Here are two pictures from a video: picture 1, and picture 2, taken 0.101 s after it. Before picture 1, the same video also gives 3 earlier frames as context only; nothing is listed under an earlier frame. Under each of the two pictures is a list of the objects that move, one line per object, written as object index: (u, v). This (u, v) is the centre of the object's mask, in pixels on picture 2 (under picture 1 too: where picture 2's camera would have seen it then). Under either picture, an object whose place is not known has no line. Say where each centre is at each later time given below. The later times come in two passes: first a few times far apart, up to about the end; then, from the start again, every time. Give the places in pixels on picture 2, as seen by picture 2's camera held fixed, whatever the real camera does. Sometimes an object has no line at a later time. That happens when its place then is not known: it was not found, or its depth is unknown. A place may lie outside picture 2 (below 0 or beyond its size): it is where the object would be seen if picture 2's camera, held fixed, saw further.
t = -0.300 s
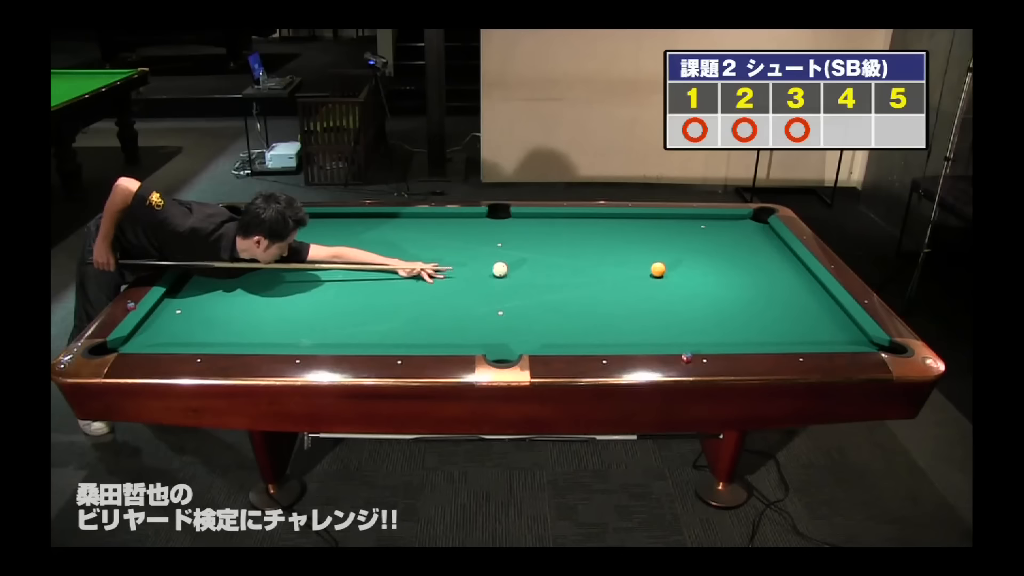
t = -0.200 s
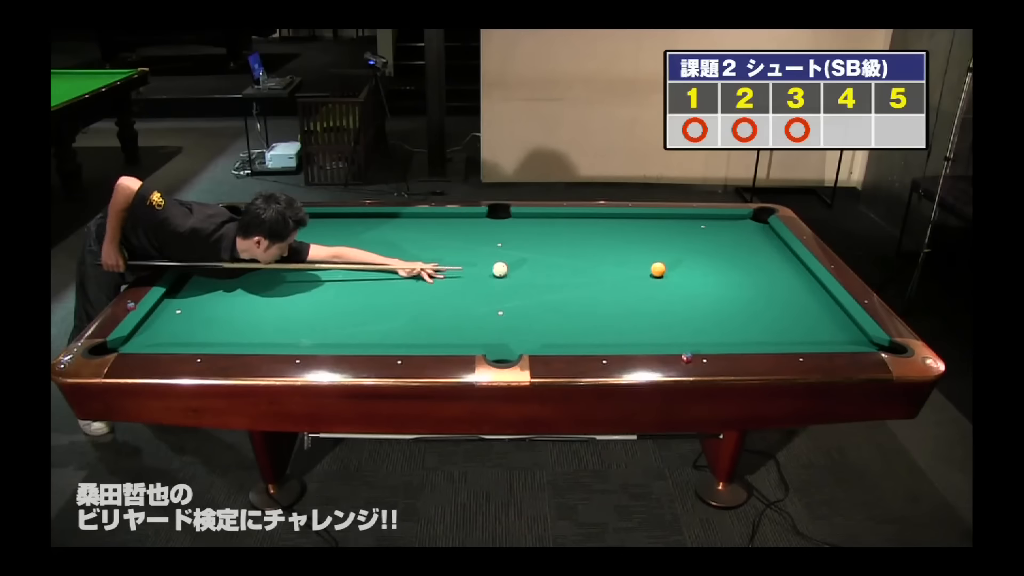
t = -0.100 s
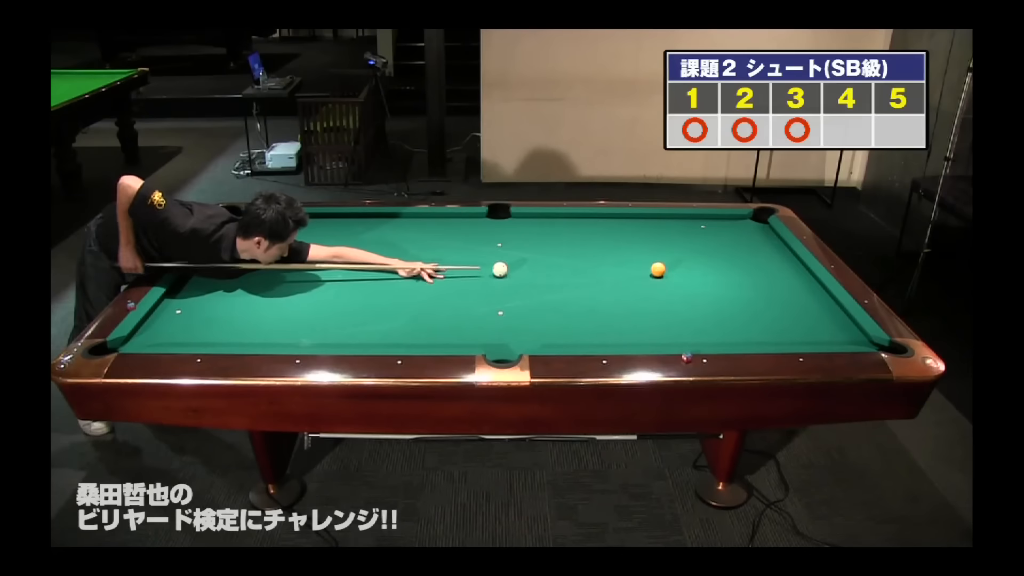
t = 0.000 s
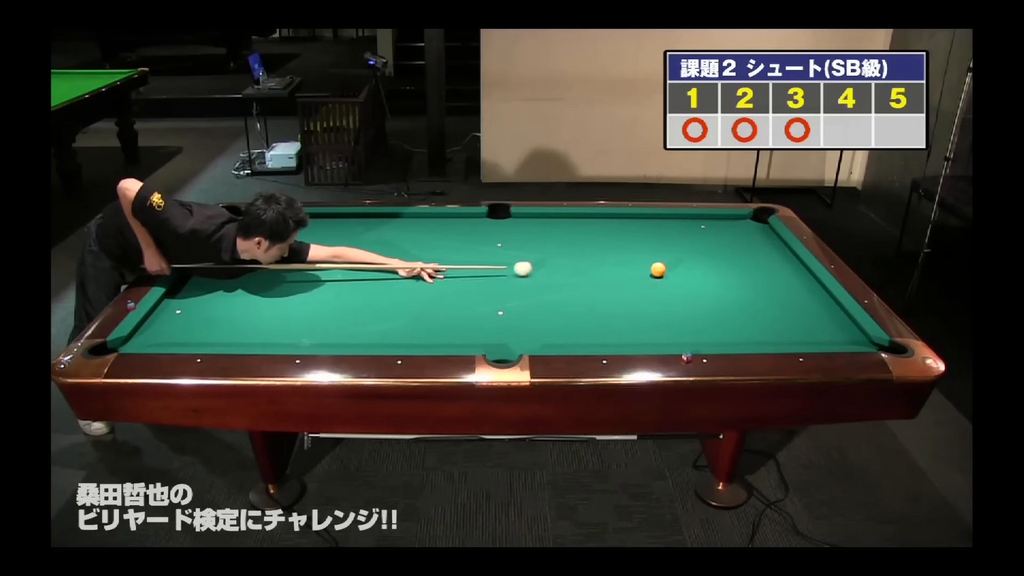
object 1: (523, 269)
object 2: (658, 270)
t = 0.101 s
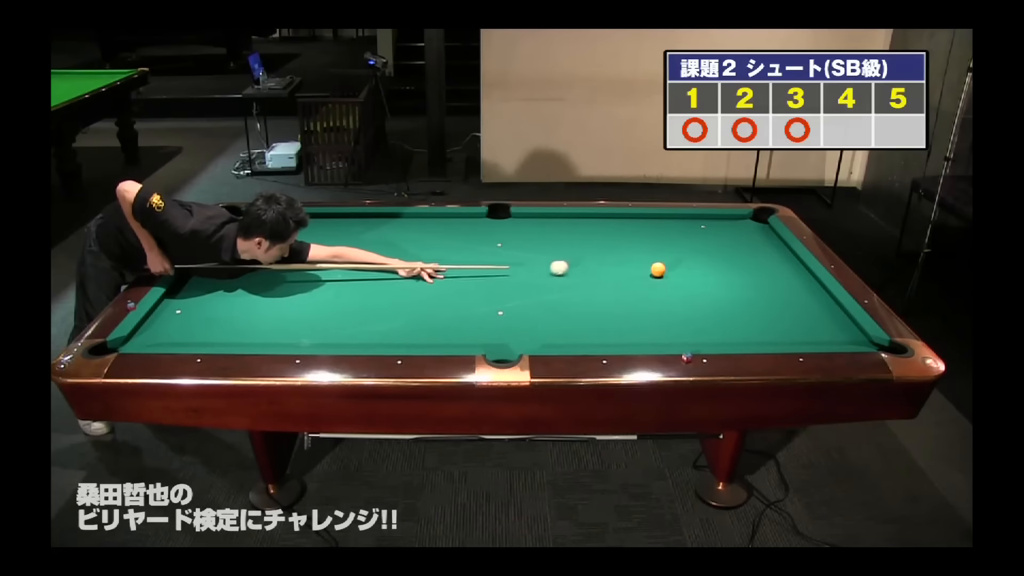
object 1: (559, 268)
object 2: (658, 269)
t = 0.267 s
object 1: (617, 266)
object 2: (658, 269)
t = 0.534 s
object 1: (680, 255)
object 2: (682, 278)
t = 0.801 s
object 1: (728, 242)
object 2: (715, 290)
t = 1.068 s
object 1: (770, 231)
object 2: (747, 301)
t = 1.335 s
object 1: (735, 223)
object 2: (780, 313)
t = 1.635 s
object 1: (699, 217)
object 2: (817, 326)
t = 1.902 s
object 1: (678, 221)
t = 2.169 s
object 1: (657, 224)
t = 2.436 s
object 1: (637, 227)
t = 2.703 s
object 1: (618, 230)
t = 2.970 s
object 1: (599, 233)
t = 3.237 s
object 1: (582, 236)
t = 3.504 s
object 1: (565, 239)
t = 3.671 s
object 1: (555, 240)
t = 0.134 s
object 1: (571, 267)
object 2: (658, 270)
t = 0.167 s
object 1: (582, 267)
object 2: (658, 269)
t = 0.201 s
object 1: (594, 267)
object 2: (658, 270)
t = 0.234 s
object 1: (606, 266)
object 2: (658, 269)
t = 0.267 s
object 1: (617, 266)
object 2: (658, 269)
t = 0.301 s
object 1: (629, 266)
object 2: (658, 269)
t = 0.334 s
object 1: (640, 265)
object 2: (658, 269)
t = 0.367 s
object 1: (648, 264)
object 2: (660, 270)
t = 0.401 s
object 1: (654, 262)
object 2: (665, 272)
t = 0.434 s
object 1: (661, 260)
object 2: (670, 274)
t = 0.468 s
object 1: (668, 258)
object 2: (674, 275)
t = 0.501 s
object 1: (674, 257)
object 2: (678, 277)
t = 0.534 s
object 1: (680, 255)
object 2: (682, 278)
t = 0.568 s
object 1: (687, 253)
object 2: (686, 280)
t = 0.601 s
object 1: (693, 252)
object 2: (690, 281)
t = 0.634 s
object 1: (699, 250)
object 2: (694, 282)
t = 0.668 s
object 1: (705, 248)
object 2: (698, 284)
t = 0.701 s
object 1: (710, 247)
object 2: (702, 285)
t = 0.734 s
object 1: (716, 245)
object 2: (707, 287)
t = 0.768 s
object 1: (722, 244)
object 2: (711, 288)
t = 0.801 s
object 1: (728, 242)
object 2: (715, 290)
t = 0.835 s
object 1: (733, 241)
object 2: (719, 291)
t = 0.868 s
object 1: (739, 239)
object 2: (723, 293)
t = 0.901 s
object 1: (744, 238)
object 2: (727, 294)
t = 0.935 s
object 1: (749, 237)
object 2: (731, 296)
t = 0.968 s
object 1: (754, 235)
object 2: (735, 297)
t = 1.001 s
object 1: (759, 234)
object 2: (739, 298)
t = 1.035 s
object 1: (765, 232)
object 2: (743, 300)
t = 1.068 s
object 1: (770, 231)
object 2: (747, 301)
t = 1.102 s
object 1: (766, 230)
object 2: (751, 303)
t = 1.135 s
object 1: (761, 229)
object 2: (755, 304)
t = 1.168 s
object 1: (757, 228)
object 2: (760, 305)
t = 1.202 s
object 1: (752, 227)
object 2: (763, 307)
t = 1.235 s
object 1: (748, 226)
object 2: (767, 309)
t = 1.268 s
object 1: (743, 225)
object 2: (772, 310)
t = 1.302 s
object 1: (739, 224)
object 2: (776, 311)
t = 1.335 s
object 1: (735, 223)
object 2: (780, 313)
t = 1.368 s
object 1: (730, 223)
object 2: (784, 314)
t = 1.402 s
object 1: (726, 222)
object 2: (788, 316)
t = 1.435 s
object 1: (722, 221)
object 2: (792, 318)
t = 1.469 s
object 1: (718, 220)
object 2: (796, 319)
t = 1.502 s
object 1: (714, 219)
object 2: (800, 320)
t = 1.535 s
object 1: (710, 218)
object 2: (804, 322)
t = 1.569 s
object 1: (705, 217)
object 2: (809, 323)
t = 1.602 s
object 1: (701, 217)
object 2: (813, 325)
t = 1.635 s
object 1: (699, 217)
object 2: (817, 326)
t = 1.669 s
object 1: (696, 218)
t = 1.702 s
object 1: (693, 218)
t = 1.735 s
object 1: (691, 219)
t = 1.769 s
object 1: (688, 219)
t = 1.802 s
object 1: (686, 219)
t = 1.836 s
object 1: (683, 220)
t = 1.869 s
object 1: (680, 220)
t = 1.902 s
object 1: (678, 221)
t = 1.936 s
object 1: (675, 221)
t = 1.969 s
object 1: (673, 221)
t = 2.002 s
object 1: (670, 222)
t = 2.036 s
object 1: (667, 222)
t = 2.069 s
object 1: (665, 222)
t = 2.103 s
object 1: (662, 223)
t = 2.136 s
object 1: (660, 223)
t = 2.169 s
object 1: (657, 224)
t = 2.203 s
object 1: (655, 224)
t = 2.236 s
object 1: (652, 224)
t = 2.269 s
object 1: (650, 225)
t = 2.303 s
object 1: (647, 225)
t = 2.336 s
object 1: (645, 226)
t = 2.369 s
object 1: (642, 226)
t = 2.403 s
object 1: (640, 226)
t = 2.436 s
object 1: (637, 227)
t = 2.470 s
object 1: (635, 227)
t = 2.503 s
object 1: (632, 228)
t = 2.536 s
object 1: (630, 228)
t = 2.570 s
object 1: (627, 228)
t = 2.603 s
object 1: (625, 229)
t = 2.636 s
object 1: (623, 229)
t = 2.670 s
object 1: (620, 229)
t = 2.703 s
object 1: (618, 230)
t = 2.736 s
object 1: (616, 230)
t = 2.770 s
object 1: (613, 231)
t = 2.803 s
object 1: (611, 231)
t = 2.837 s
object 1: (609, 231)
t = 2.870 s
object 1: (606, 232)
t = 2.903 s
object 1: (604, 232)
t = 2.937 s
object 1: (602, 233)
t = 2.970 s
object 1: (599, 233)
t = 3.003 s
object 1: (597, 233)
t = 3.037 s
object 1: (595, 234)
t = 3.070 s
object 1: (593, 234)
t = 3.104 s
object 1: (590, 234)
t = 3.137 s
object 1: (588, 235)
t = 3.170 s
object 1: (586, 235)
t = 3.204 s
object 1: (584, 236)
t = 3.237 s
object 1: (582, 236)
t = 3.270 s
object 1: (580, 236)
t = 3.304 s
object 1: (577, 237)
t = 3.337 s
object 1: (575, 237)
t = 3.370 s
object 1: (573, 237)
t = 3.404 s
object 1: (571, 238)
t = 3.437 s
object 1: (569, 238)
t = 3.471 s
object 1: (567, 238)
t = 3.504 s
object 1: (565, 239)
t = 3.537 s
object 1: (563, 239)
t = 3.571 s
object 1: (561, 239)
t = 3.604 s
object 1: (559, 240)
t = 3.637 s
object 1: (557, 240)
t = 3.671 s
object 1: (555, 240)
